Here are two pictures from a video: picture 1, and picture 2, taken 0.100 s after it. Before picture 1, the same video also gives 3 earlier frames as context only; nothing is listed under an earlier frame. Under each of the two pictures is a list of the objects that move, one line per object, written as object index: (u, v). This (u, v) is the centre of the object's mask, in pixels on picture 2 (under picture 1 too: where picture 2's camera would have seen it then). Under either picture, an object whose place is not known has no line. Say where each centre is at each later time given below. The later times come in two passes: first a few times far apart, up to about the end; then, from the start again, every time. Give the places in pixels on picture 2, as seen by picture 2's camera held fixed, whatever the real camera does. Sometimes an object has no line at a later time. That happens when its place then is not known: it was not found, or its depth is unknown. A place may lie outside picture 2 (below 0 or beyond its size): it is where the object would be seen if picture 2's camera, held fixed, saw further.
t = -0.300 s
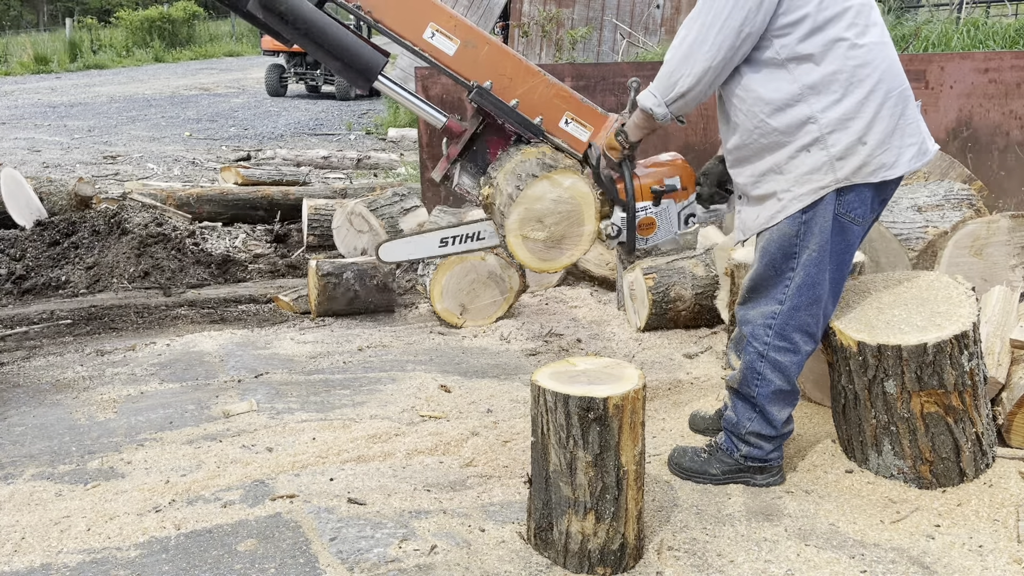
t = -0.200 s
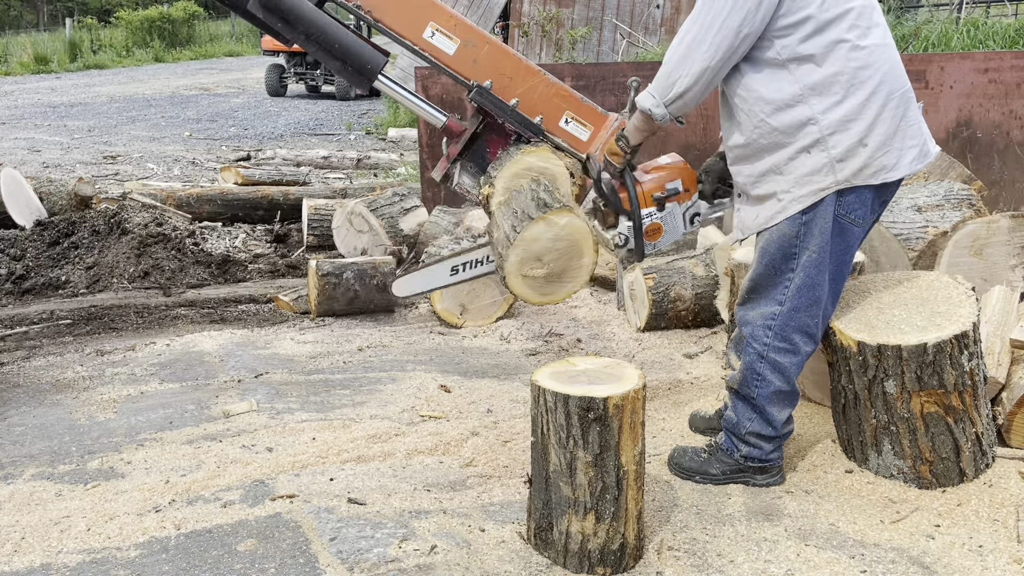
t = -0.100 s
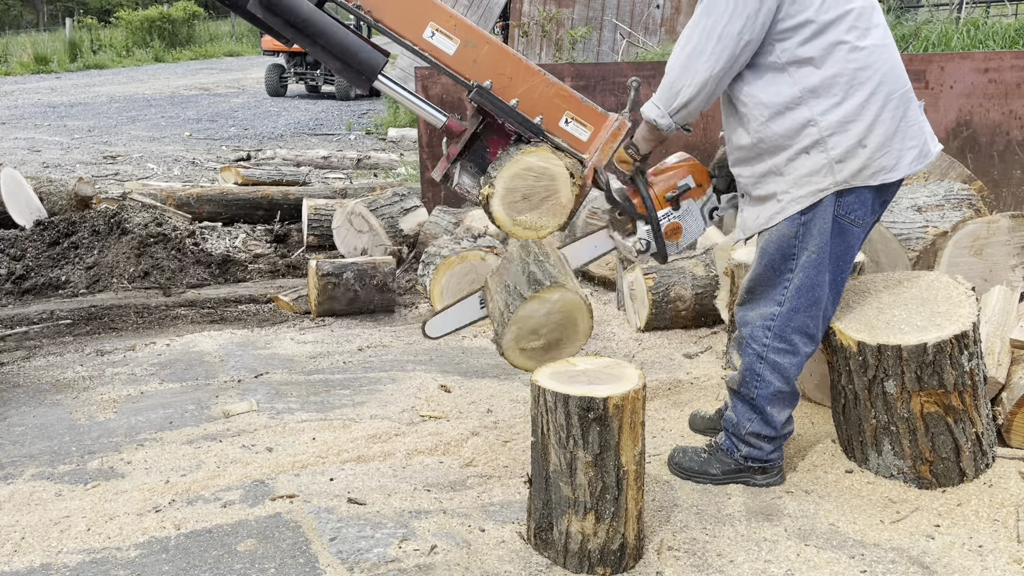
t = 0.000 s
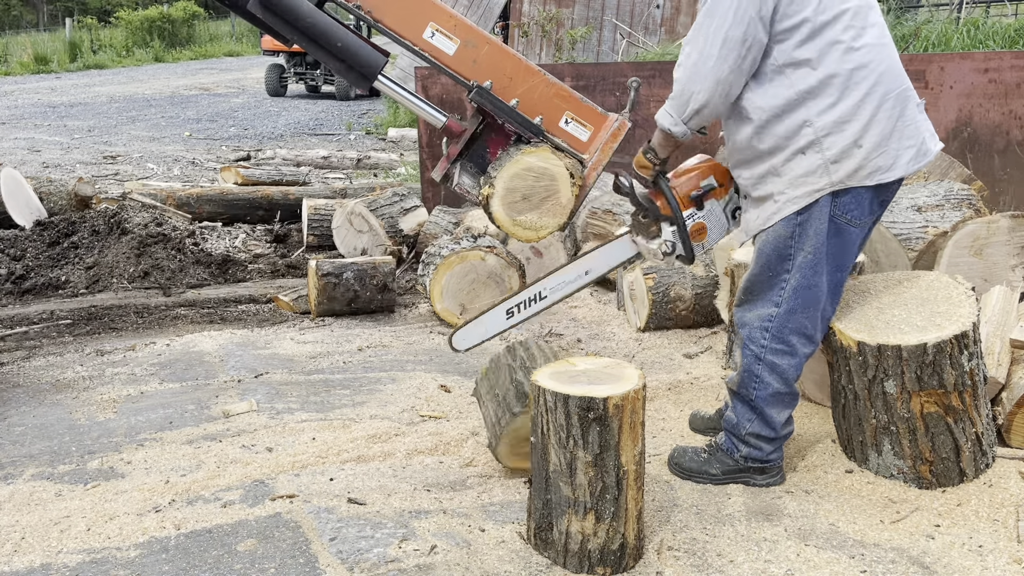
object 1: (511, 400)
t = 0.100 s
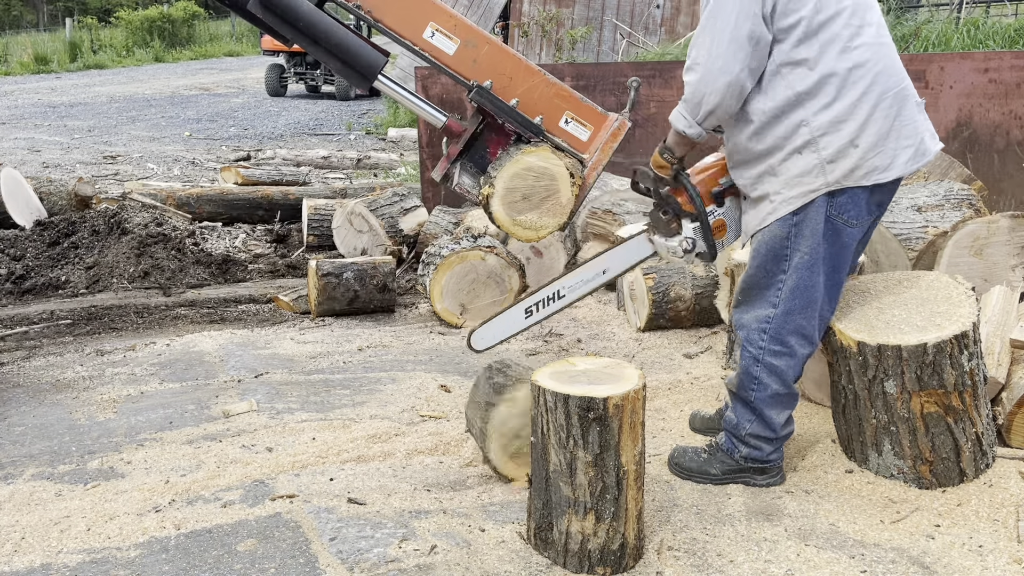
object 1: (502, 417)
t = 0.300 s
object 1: (494, 425)
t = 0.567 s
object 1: (478, 429)
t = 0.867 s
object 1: (436, 436)
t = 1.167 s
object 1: (390, 431)
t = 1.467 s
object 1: (372, 427)
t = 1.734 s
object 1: (361, 426)
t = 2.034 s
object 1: (337, 429)
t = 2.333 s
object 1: (284, 431)
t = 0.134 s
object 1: (501, 420)
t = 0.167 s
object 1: (499, 420)
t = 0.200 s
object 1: (498, 422)
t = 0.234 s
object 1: (496, 423)
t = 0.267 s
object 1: (495, 424)
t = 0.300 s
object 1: (494, 425)
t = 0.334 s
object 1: (493, 427)
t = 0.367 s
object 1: (491, 427)
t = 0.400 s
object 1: (490, 427)
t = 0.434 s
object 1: (488, 428)
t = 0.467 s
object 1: (486, 428)
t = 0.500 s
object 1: (484, 429)
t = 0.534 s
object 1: (481, 429)
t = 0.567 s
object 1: (478, 429)
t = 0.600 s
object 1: (474, 430)
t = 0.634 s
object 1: (470, 431)
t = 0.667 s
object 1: (466, 431)
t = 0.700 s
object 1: (462, 431)
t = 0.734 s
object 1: (457, 431)
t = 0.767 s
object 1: (453, 432)
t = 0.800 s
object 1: (447, 433)
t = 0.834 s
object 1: (442, 435)
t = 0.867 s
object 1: (436, 436)
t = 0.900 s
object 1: (430, 437)
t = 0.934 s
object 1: (424, 437)
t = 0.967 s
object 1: (418, 437)
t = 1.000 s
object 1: (412, 437)
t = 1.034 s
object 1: (407, 436)
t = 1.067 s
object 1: (402, 435)
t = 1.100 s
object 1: (398, 433)
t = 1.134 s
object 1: (394, 432)
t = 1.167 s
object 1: (390, 431)
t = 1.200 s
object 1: (387, 430)
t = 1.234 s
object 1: (384, 429)
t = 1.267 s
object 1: (382, 429)
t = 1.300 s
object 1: (380, 429)
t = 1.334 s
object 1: (378, 428)
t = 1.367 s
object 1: (376, 428)
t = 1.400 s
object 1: (375, 427)
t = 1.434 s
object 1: (373, 427)
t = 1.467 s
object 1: (372, 427)
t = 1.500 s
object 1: (370, 427)
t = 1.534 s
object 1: (369, 427)
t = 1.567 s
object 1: (368, 427)
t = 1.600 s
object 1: (366, 427)
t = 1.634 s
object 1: (365, 426)
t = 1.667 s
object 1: (364, 426)
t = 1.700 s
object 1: (362, 426)
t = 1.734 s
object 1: (361, 426)
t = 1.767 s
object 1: (359, 426)
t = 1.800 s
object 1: (357, 426)
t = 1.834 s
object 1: (355, 426)
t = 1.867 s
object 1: (353, 426)
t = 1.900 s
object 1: (350, 426)
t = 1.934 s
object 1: (348, 426)
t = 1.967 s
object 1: (344, 427)
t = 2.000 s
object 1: (341, 428)
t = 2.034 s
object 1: (337, 429)
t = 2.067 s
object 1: (332, 430)
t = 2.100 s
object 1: (327, 430)
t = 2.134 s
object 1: (322, 430)
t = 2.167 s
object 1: (317, 430)
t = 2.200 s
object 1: (312, 430)
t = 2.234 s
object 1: (305, 431)
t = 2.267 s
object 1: (299, 431)
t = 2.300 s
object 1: (292, 431)
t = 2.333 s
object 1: (284, 431)
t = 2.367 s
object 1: (277, 430)
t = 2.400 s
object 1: (270, 429)
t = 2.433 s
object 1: (264, 428)
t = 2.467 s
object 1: (257, 427)
